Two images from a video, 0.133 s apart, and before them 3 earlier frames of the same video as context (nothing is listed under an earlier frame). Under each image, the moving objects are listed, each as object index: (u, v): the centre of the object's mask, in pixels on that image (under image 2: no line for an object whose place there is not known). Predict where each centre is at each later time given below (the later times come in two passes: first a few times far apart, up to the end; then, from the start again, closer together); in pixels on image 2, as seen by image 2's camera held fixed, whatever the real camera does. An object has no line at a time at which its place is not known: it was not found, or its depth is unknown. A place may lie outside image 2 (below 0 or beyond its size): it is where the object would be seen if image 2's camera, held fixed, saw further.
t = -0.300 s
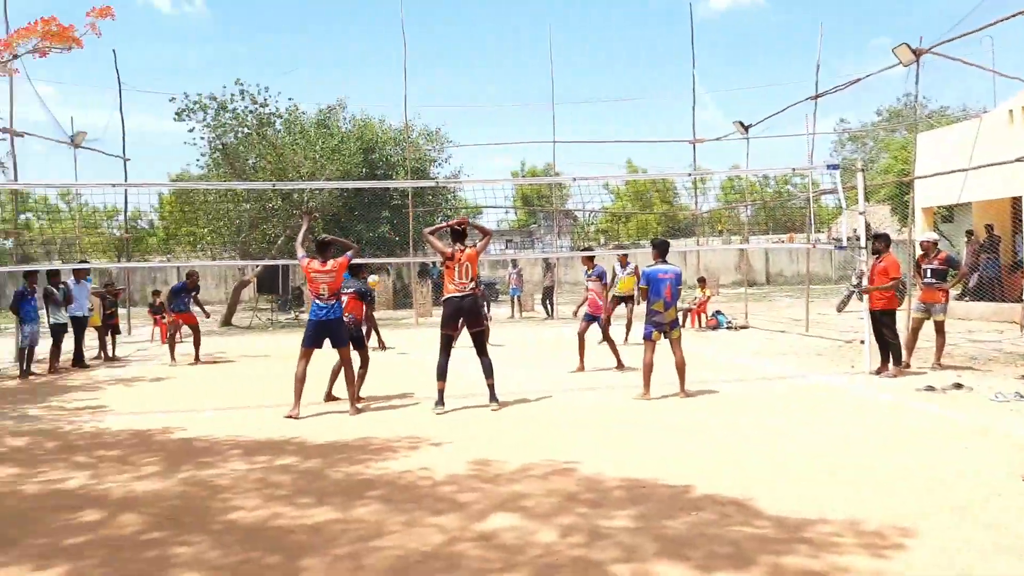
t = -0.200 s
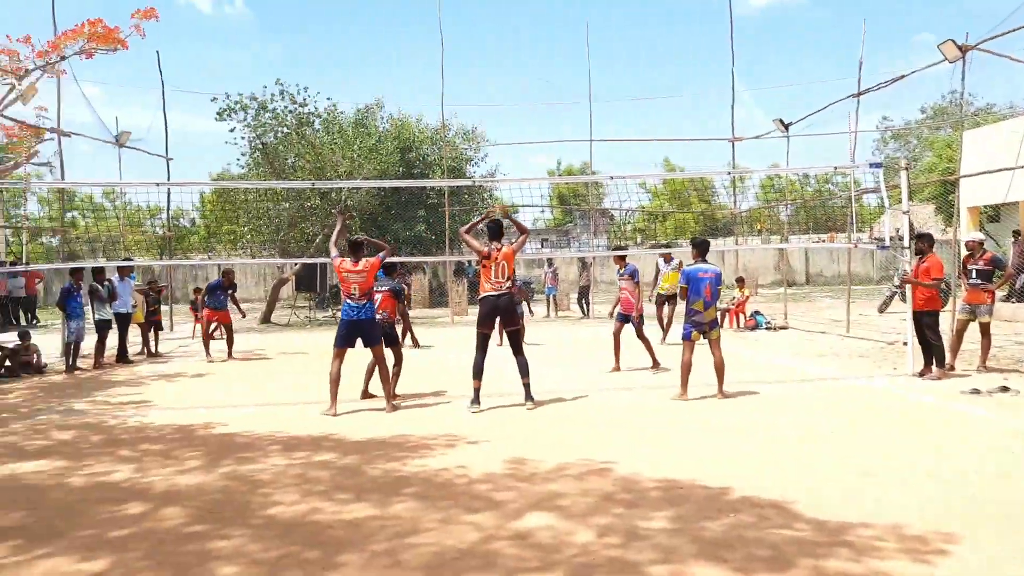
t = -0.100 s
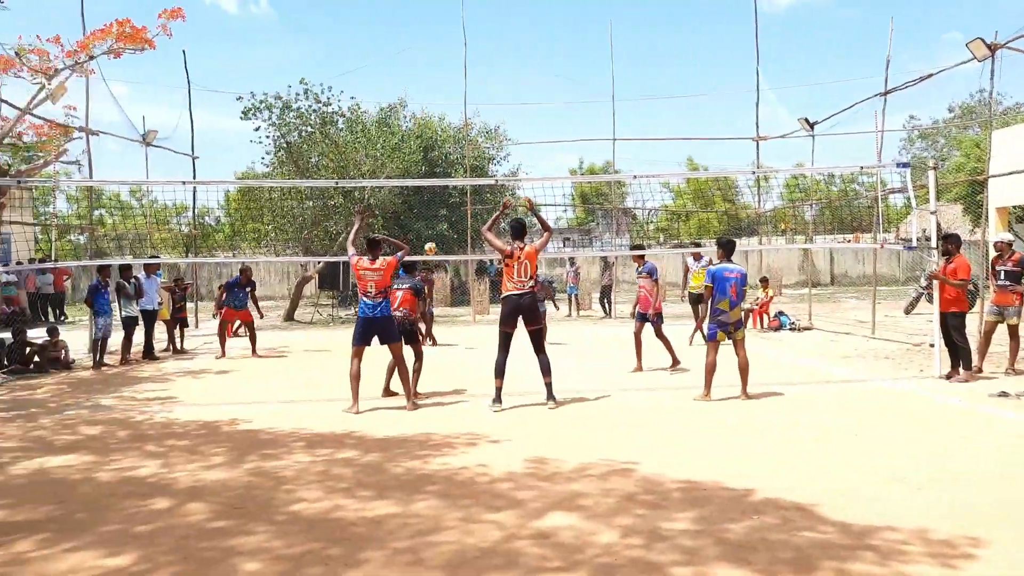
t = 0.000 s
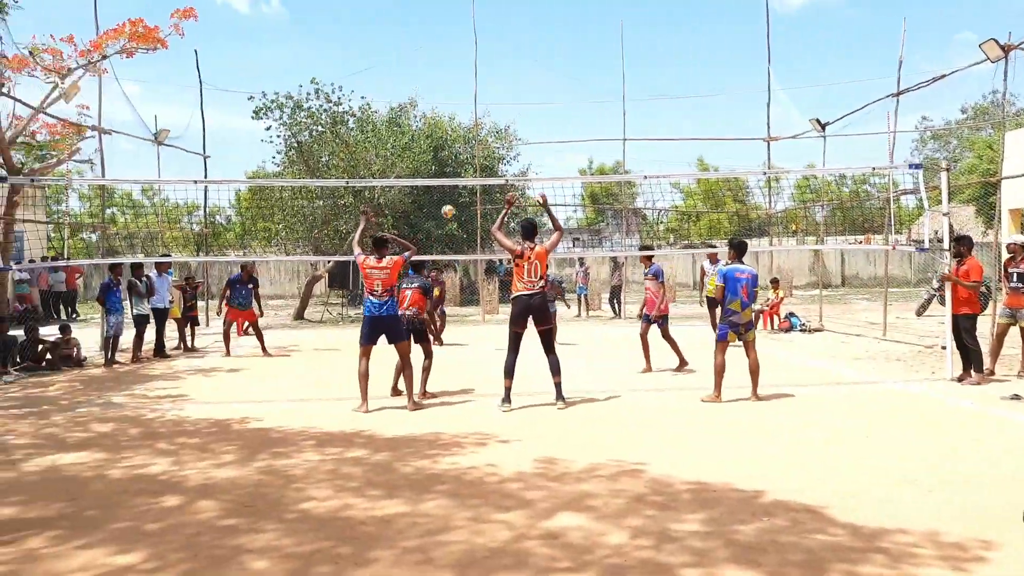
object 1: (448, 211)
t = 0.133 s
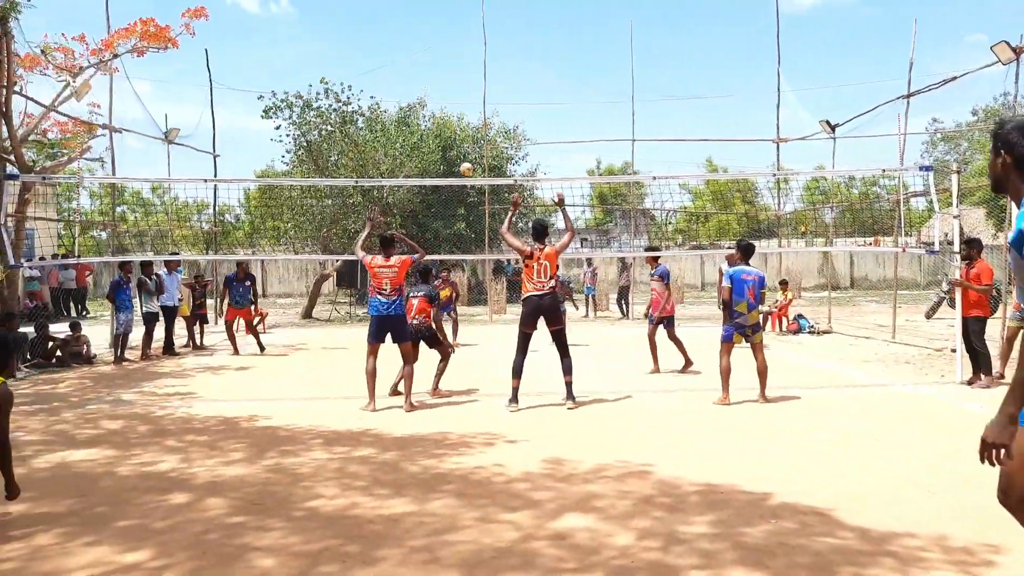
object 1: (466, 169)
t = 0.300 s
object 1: (481, 127)
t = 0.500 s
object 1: (501, 99)
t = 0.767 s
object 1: (532, 99)
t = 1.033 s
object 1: (565, 151)
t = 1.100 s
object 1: (573, 173)
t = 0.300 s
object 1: (481, 127)
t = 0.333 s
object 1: (485, 122)
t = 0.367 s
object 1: (487, 117)
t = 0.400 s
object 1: (491, 111)
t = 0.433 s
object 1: (494, 107)
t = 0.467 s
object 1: (498, 102)
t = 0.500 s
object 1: (501, 99)
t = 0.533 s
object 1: (505, 96)
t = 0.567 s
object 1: (508, 95)
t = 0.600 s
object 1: (512, 93)
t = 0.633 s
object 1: (516, 93)
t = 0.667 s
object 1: (520, 93)
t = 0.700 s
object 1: (524, 94)
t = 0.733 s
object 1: (527, 96)
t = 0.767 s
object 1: (532, 99)
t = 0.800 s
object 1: (536, 102)
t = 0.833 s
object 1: (540, 106)
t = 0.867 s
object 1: (544, 111)
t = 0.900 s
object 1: (548, 117)
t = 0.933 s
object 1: (552, 124)
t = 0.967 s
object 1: (556, 132)
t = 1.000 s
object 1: (561, 141)
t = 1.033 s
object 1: (565, 151)
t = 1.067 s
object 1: (569, 162)
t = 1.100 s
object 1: (573, 173)
